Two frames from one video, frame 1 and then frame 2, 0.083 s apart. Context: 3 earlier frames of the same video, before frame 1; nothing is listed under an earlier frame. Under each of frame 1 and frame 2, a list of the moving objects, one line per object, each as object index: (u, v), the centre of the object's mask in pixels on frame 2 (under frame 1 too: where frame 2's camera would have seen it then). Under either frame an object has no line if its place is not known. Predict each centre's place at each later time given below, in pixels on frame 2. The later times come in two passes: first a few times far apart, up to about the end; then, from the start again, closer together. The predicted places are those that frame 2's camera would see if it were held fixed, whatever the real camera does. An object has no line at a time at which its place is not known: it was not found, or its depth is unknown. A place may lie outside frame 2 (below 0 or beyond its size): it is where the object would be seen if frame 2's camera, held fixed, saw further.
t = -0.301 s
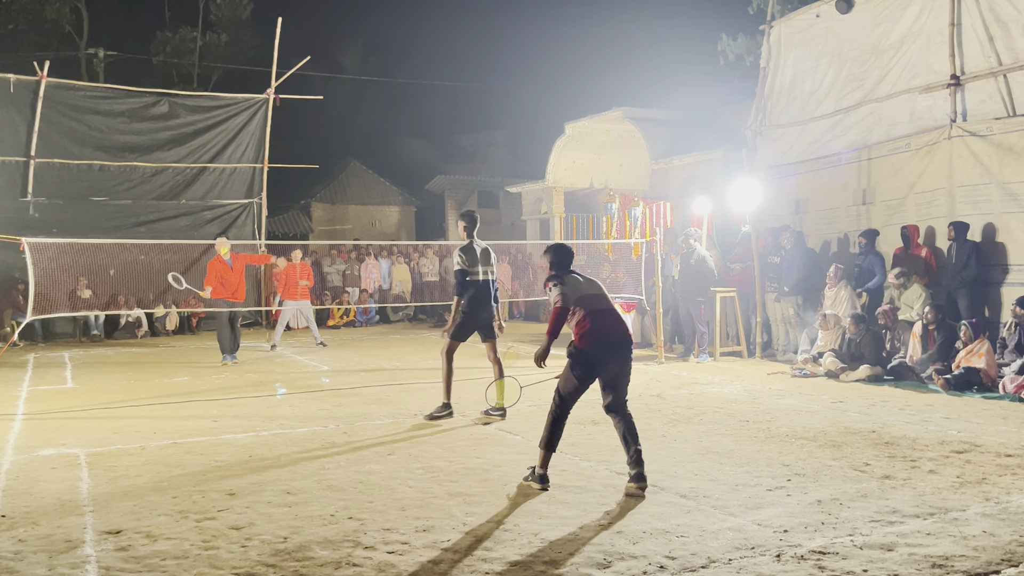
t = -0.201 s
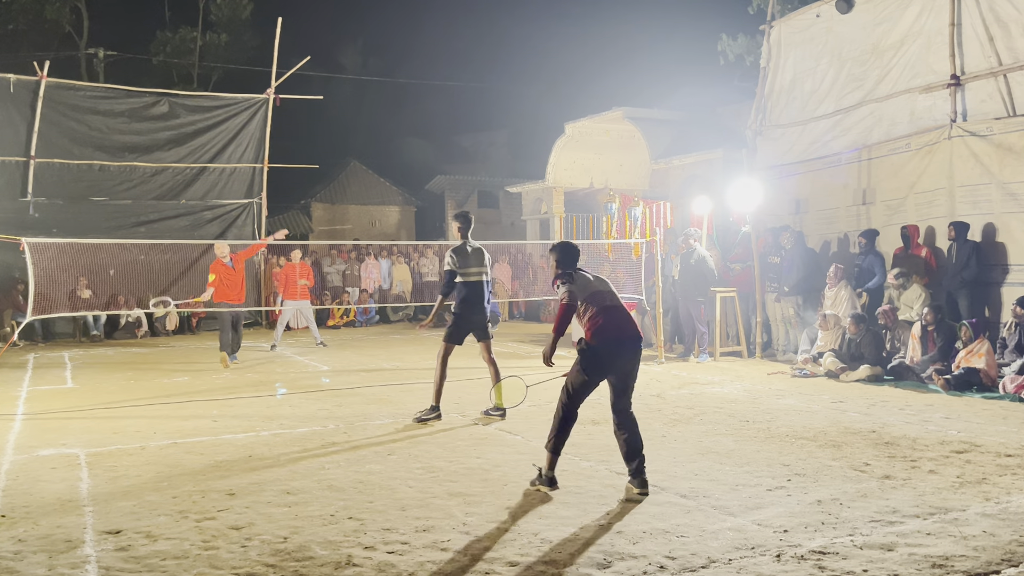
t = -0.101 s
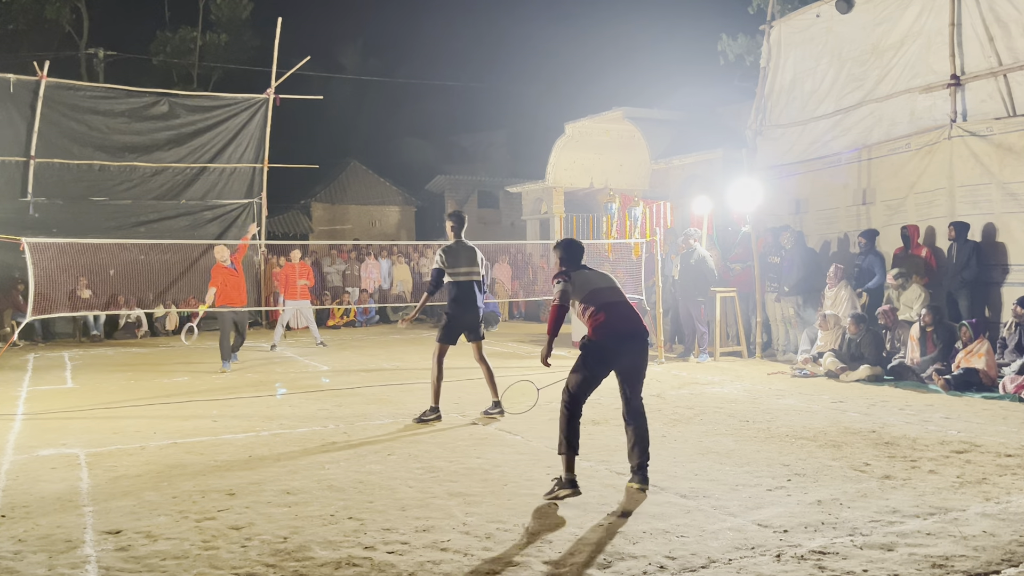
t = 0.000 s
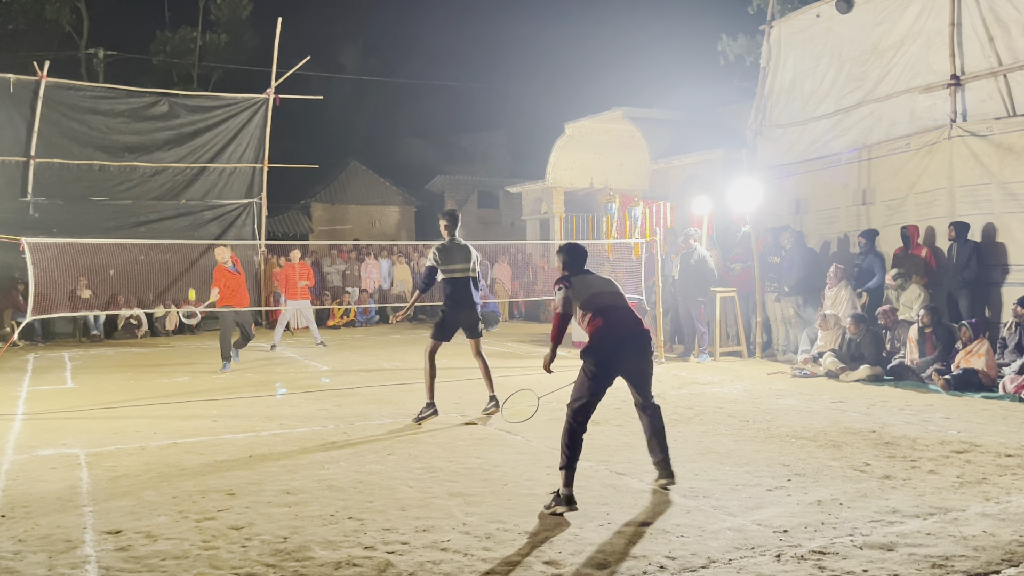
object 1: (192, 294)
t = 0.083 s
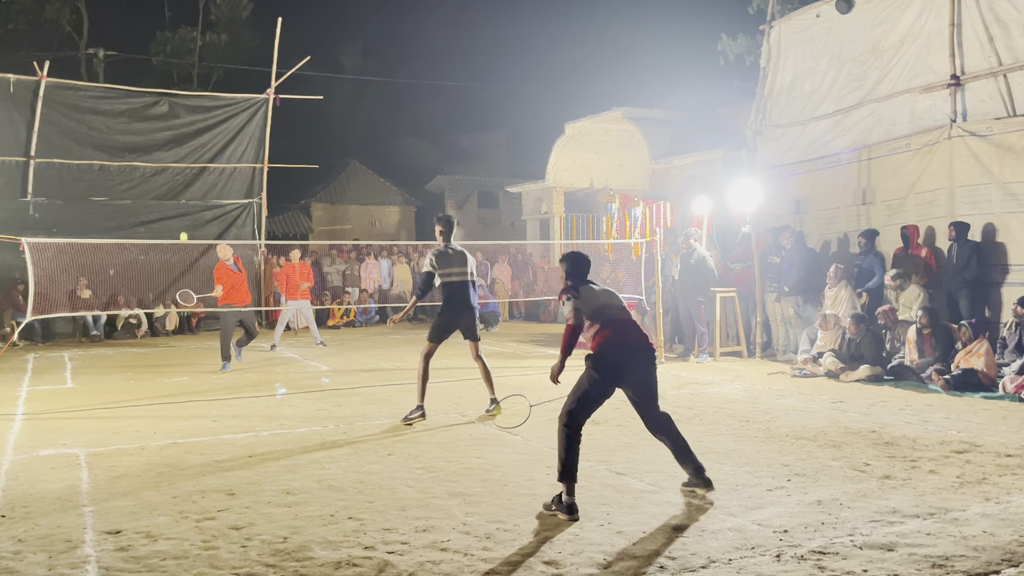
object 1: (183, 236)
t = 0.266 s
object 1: (175, 152)
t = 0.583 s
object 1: (158, 94)
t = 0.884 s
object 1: (142, 164)
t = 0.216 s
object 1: (177, 172)
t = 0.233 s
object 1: (176, 165)
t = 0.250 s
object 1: (175, 158)
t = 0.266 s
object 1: (175, 152)
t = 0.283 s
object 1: (174, 146)
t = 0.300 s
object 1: (173, 141)
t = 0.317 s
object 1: (172, 135)
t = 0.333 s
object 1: (172, 130)
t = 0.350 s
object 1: (171, 126)
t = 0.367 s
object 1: (170, 121)
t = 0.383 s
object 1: (169, 117)
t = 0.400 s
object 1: (168, 114)
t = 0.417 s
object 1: (167, 110)
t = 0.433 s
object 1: (166, 107)
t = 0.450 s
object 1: (165, 105)
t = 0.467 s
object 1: (164, 102)
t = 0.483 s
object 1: (164, 100)
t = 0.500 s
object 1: (163, 98)
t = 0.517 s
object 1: (162, 97)
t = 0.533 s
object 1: (161, 95)
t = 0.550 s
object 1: (160, 95)
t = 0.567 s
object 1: (159, 94)
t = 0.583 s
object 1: (158, 94)
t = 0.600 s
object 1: (157, 94)
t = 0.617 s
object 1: (156, 95)
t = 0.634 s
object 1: (155, 96)
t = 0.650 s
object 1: (155, 98)
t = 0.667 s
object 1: (154, 99)
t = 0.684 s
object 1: (153, 102)
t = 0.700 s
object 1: (152, 104)
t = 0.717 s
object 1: (151, 108)
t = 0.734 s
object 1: (150, 111)
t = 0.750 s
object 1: (149, 115)
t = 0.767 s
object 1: (148, 120)
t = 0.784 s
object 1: (147, 125)
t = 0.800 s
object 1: (146, 130)
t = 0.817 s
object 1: (146, 136)
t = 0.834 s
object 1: (145, 142)
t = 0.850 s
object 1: (144, 149)
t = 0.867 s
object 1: (143, 156)
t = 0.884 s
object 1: (142, 164)
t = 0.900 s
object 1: (141, 171)
